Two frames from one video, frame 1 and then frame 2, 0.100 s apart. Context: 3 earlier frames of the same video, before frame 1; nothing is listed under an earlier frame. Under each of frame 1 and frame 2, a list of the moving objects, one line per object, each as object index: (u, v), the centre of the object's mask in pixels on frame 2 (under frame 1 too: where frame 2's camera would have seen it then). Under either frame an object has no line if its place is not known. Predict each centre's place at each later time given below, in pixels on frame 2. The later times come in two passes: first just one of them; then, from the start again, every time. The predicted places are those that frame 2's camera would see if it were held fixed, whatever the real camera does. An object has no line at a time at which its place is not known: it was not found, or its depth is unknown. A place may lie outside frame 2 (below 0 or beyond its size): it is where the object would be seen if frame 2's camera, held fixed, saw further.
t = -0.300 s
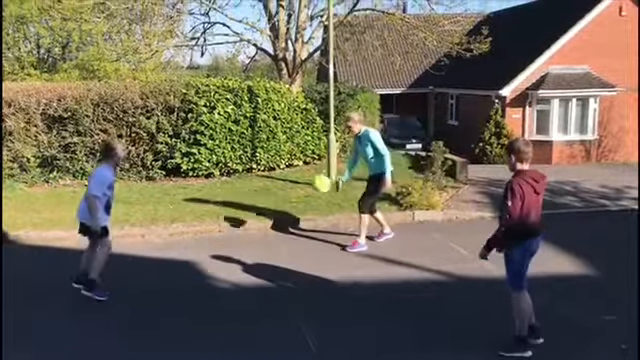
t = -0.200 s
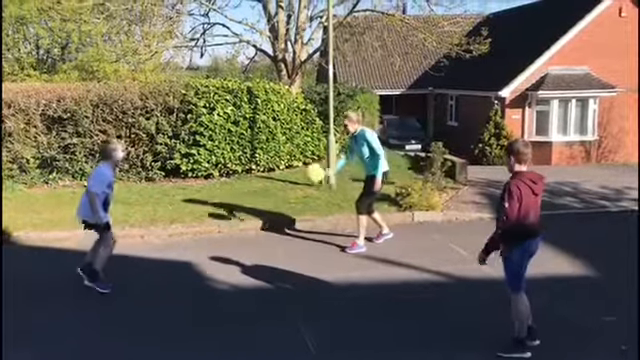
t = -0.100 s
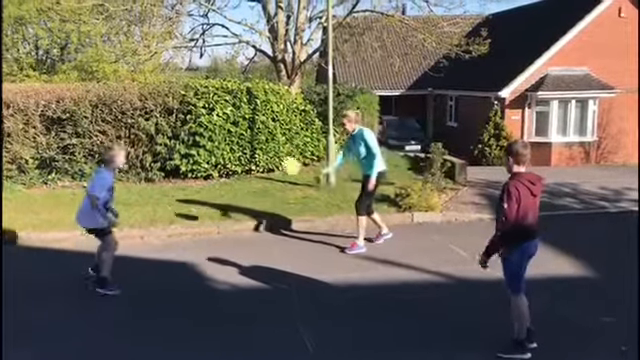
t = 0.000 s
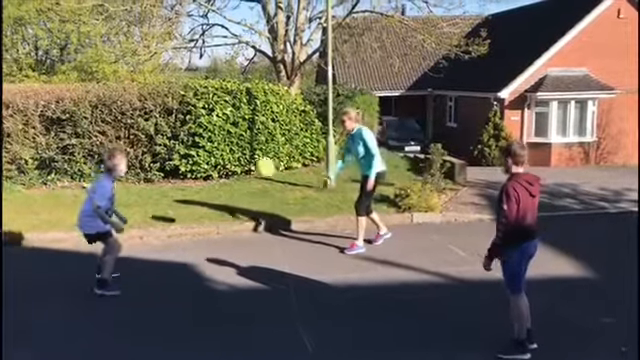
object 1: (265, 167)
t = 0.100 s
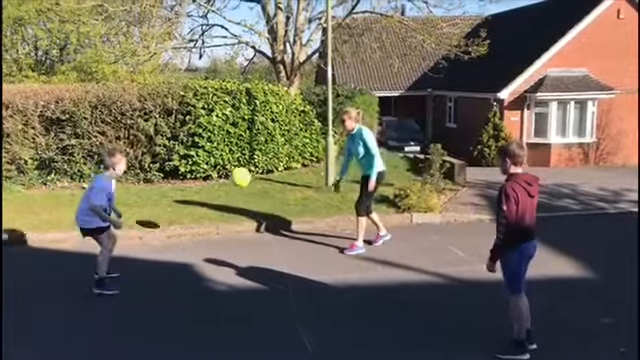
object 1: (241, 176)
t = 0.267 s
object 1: (199, 212)
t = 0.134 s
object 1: (233, 182)
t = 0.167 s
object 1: (225, 187)
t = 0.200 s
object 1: (216, 194)
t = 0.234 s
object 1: (208, 202)
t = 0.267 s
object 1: (199, 212)
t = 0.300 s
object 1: (191, 220)
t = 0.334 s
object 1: (183, 232)
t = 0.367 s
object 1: (176, 245)
